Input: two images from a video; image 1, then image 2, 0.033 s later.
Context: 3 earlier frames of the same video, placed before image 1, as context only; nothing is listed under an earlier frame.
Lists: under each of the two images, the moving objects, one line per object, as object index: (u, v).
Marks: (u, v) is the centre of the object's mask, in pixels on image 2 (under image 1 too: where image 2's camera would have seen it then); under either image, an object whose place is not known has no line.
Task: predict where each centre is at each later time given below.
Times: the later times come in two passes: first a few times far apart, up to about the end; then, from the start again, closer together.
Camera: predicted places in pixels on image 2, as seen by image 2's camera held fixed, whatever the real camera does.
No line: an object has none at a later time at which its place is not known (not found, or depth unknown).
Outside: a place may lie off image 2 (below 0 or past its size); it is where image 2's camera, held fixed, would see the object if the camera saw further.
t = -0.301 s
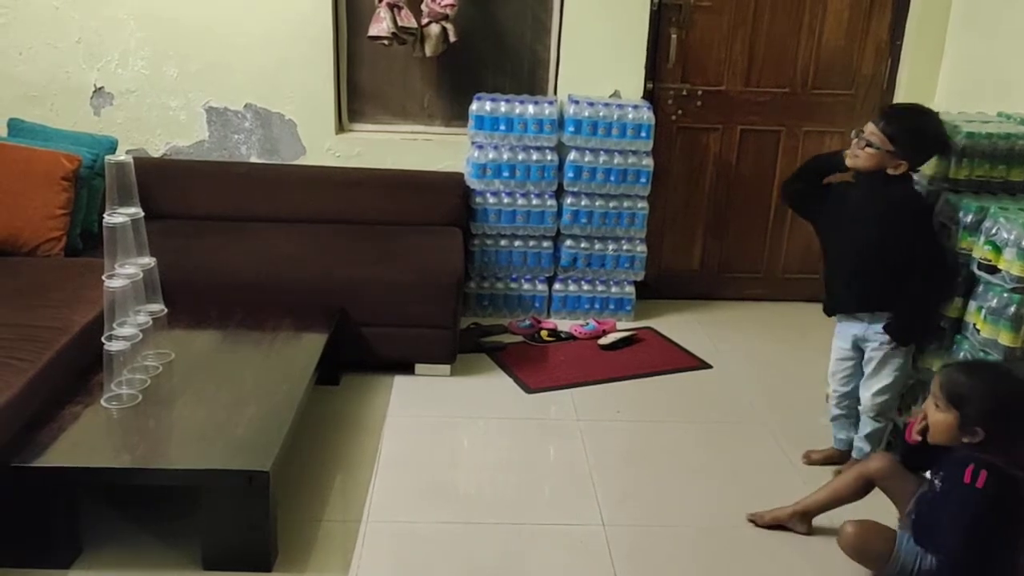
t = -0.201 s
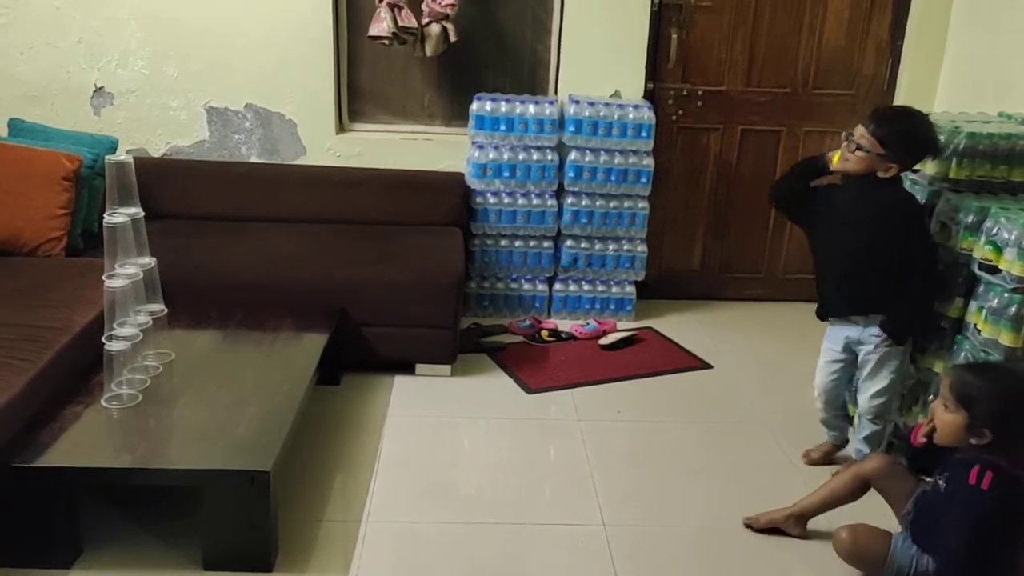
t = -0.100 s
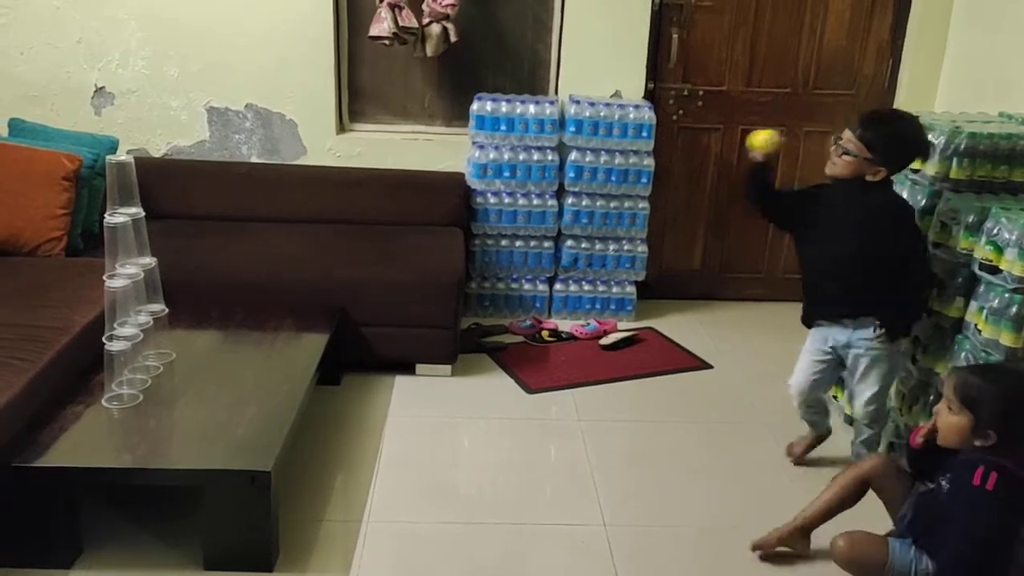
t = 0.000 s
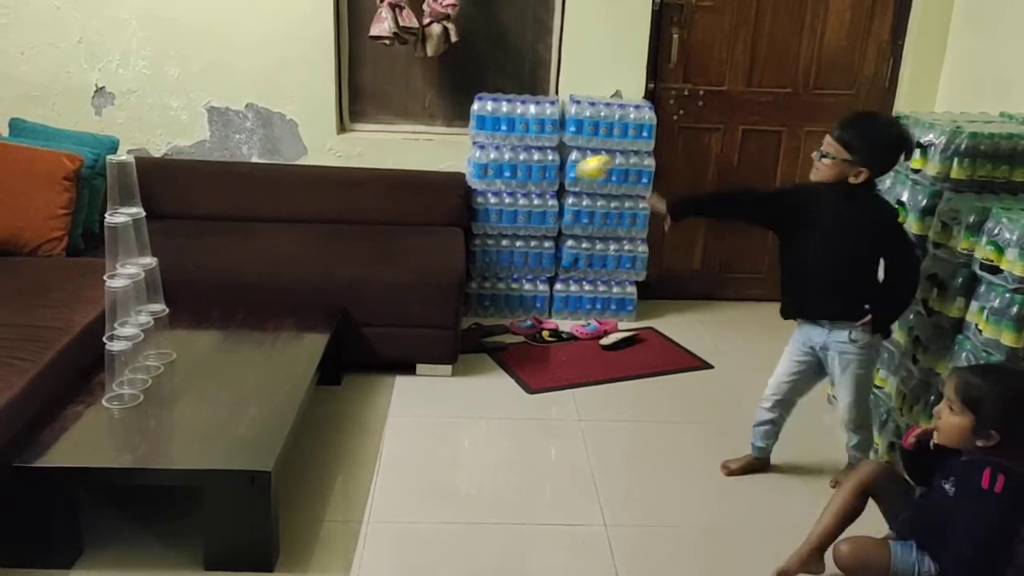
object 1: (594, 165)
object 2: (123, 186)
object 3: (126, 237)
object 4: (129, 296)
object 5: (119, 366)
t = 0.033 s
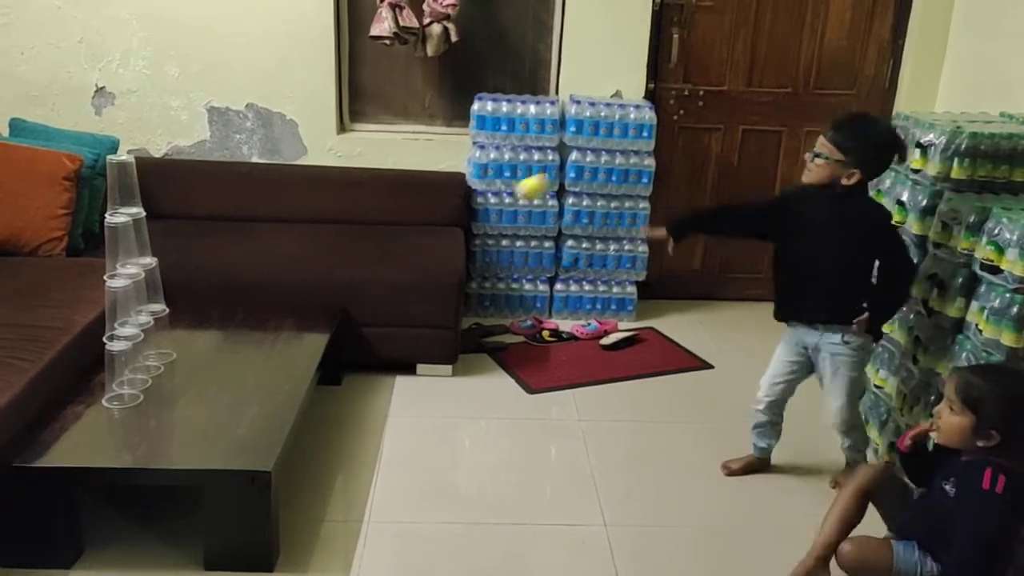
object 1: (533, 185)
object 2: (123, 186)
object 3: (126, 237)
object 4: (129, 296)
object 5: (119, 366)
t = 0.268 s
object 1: (146, 346)
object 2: (123, 186)
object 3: (126, 237)
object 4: (129, 296)
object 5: (118, 367)
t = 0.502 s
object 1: (121, 372)
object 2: (128, 164)
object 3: (137, 234)
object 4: (129, 296)
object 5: (100, 379)
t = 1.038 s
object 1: (132, 376)
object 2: (125, 252)
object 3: (185, 236)
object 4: (127, 304)
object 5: (111, 380)
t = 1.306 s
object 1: (157, 379)
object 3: (231, 315)
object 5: (111, 381)
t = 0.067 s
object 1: (474, 207)
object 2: (123, 186)
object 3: (126, 237)
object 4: (129, 296)
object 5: (119, 366)
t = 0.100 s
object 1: (414, 236)
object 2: (123, 186)
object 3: (126, 237)
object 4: (129, 296)
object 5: (119, 366)
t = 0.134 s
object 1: (354, 267)
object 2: (123, 186)
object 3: (126, 237)
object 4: (129, 296)
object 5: (119, 366)
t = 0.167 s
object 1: (294, 302)
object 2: (123, 186)
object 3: (126, 237)
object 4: (129, 296)
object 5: (119, 366)
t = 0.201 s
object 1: (236, 338)
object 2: (123, 186)
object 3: (126, 237)
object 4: (129, 296)
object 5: (119, 366)
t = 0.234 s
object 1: (179, 372)
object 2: (123, 186)
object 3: (126, 237)
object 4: (129, 296)
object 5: (119, 366)
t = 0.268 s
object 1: (146, 346)
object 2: (123, 186)
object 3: (126, 237)
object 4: (129, 296)
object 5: (118, 367)
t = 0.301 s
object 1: (137, 339)
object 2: (123, 181)
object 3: (125, 235)
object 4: (132, 296)
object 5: (114, 364)
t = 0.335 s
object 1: (134, 338)
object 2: (123, 169)
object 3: (139, 239)
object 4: (130, 295)
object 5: (109, 366)
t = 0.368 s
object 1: (130, 340)
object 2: (123, 164)
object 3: (137, 241)
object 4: (130, 295)
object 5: (113, 377)
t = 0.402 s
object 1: (127, 347)
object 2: (121, 164)
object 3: (138, 235)
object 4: (130, 295)
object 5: (110, 379)
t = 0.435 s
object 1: (125, 356)
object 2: (124, 158)
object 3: (139, 231)
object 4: (130, 295)
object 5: (107, 381)
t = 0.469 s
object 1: (123, 368)
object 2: (124, 160)
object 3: (138, 232)
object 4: (129, 296)
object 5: (104, 368)
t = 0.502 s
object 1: (121, 372)
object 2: (128, 164)
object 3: (137, 234)
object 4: (129, 296)
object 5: (100, 379)
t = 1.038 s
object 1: (132, 376)
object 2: (125, 252)
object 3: (185, 236)
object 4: (127, 304)
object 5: (111, 380)
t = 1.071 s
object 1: (135, 377)
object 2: (125, 273)
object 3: (192, 241)
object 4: (128, 306)
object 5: (112, 380)
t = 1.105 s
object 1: (138, 377)
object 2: (125, 290)
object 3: (198, 249)
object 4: (128, 307)
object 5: (112, 380)
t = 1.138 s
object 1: (141, 377)
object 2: (128, 297)
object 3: (204, 261)
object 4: (130, 309)
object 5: (113, 380)
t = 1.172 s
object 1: (145, 378)
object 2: (130, 300)
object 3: (210, 274)
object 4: (131, 315)
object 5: (113, 380)
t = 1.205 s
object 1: (148, 378)
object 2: (131, 308)
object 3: (217, 289)
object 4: (134, 323)
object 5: (113, 380)
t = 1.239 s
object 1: (151, 379)
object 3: (222, 306)
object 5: (113, 380)
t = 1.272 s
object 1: (154, 379)
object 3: (230, 315)
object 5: (112, 380)
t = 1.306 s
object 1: (157, 379)
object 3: (231, 315)
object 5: (111, 381)
